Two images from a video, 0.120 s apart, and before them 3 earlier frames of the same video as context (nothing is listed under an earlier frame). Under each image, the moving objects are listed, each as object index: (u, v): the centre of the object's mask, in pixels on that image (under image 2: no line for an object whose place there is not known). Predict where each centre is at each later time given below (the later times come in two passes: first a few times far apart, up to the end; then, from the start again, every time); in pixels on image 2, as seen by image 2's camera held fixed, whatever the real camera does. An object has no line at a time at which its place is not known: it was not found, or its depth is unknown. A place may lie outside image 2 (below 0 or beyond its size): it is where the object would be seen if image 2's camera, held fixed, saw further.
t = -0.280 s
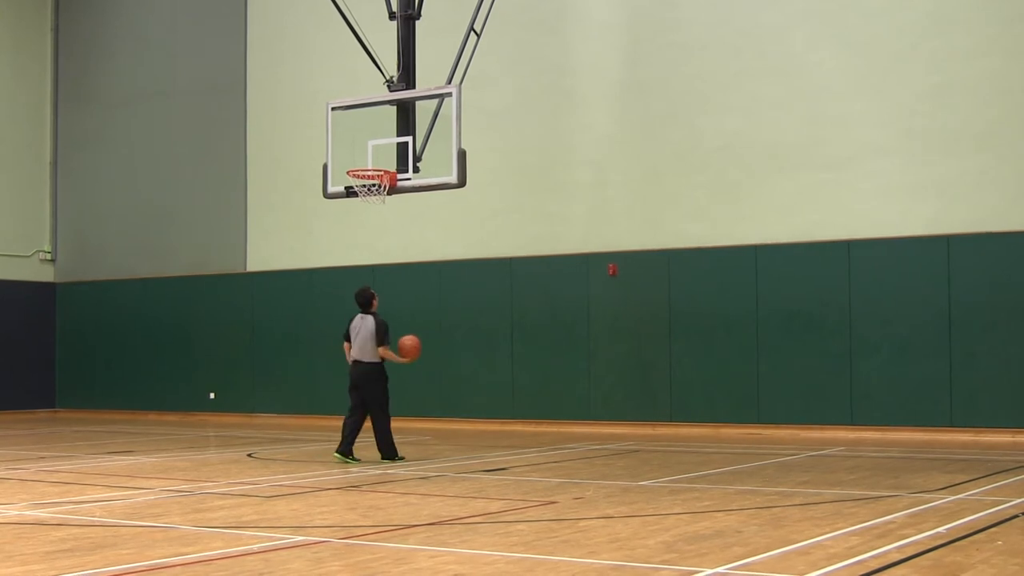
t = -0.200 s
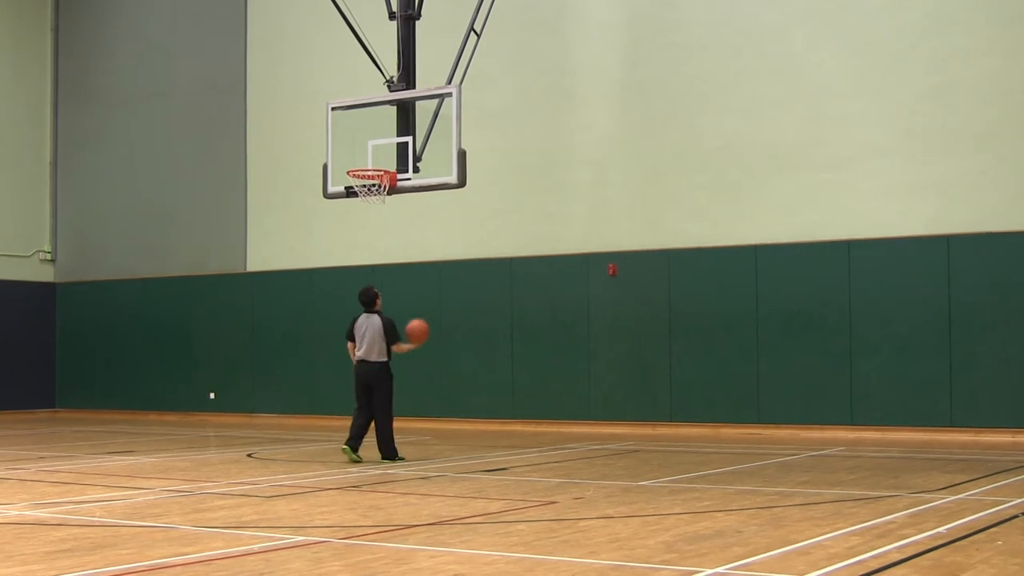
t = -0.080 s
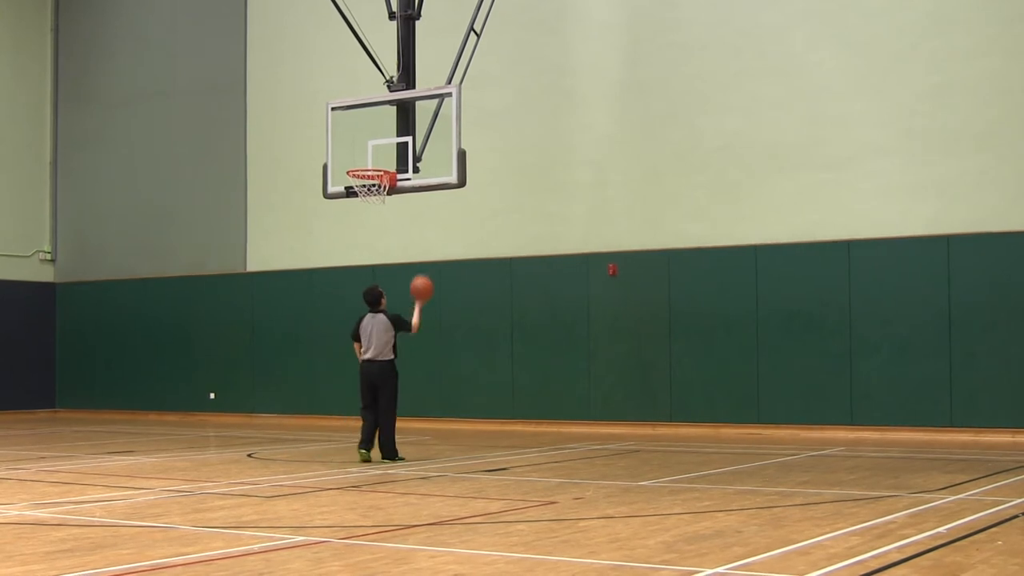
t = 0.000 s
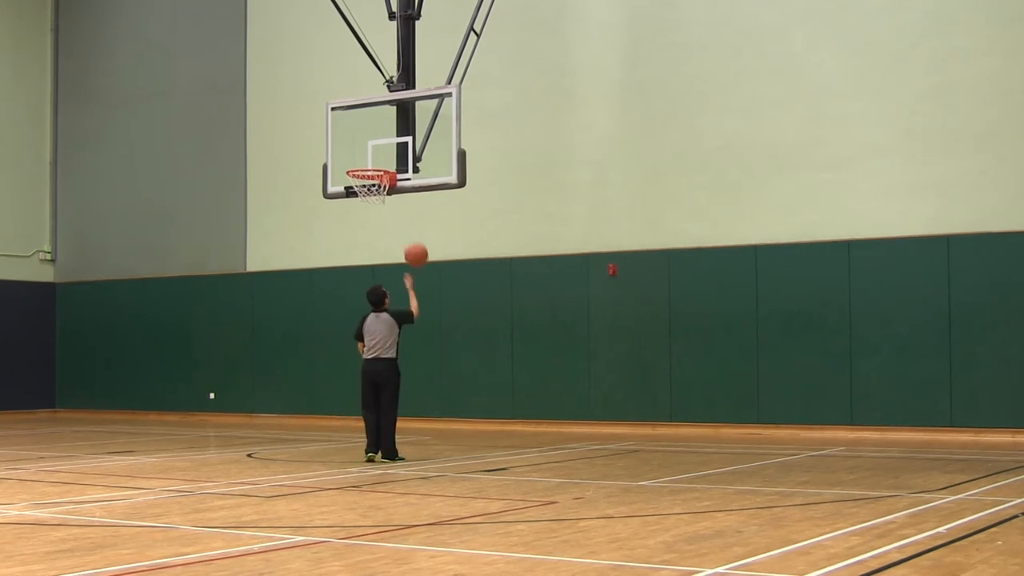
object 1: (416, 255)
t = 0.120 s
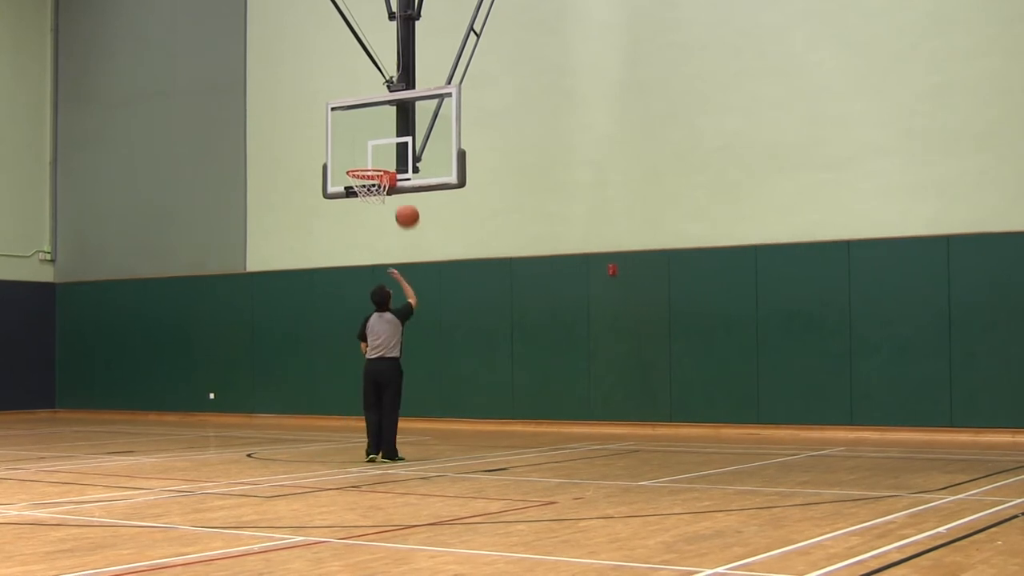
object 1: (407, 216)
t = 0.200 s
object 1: (401, 198)
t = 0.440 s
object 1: (384, 180)
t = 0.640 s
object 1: (370, 207)
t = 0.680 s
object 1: (367, 217)
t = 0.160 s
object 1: (404, 207)
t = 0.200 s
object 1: (401, 198)
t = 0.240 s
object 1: (398, 191)
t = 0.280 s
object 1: (394, 185)
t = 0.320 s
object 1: (392, 182)
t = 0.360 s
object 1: (389, 180)
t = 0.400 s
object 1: (387, 179)
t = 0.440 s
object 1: (384, 180)
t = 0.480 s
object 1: (382, 182)
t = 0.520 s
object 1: (379, 185)
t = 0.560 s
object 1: (375, 191)
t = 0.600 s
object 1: (372, 198)
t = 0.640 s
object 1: (370, 207)
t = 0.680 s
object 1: (367, 217)
